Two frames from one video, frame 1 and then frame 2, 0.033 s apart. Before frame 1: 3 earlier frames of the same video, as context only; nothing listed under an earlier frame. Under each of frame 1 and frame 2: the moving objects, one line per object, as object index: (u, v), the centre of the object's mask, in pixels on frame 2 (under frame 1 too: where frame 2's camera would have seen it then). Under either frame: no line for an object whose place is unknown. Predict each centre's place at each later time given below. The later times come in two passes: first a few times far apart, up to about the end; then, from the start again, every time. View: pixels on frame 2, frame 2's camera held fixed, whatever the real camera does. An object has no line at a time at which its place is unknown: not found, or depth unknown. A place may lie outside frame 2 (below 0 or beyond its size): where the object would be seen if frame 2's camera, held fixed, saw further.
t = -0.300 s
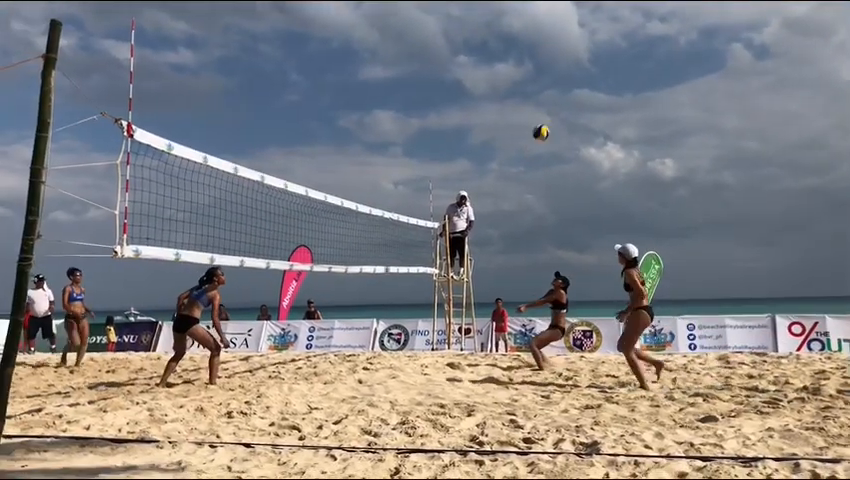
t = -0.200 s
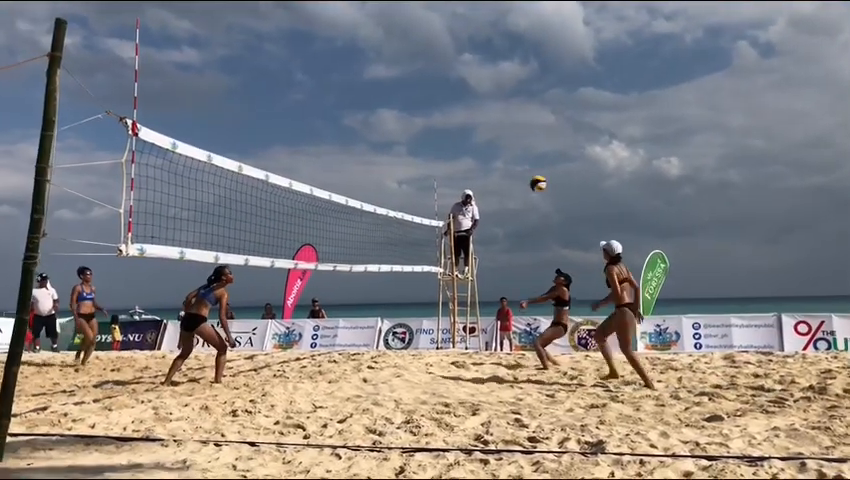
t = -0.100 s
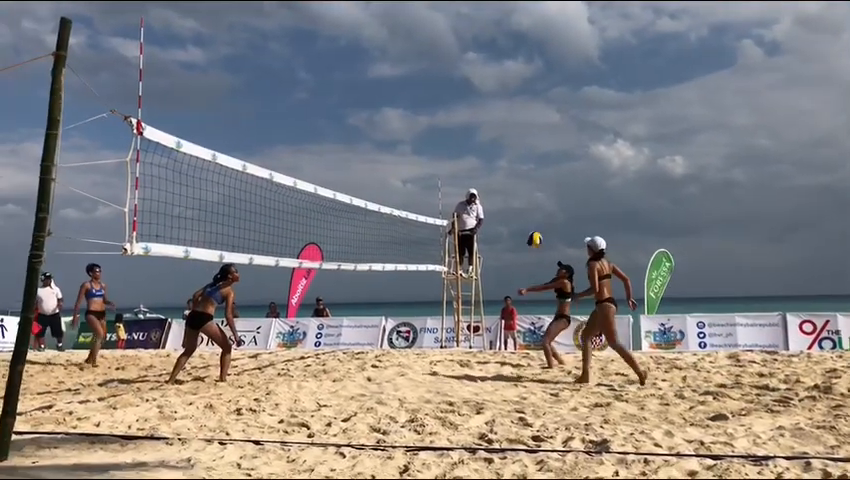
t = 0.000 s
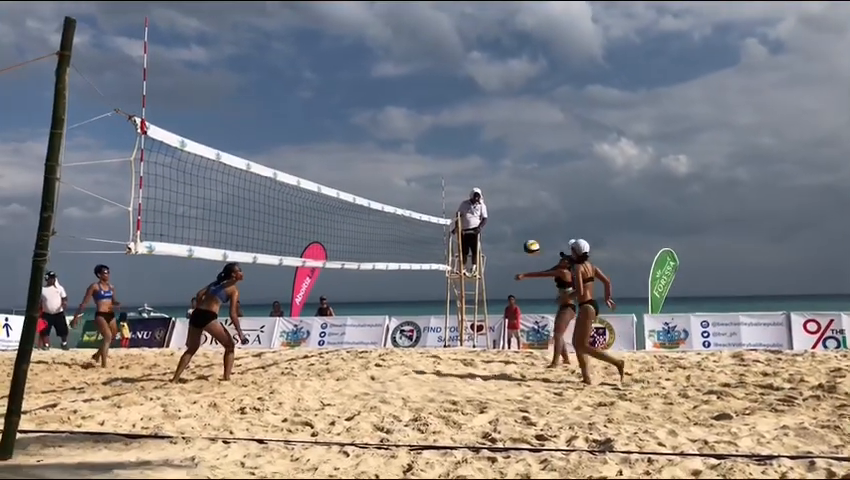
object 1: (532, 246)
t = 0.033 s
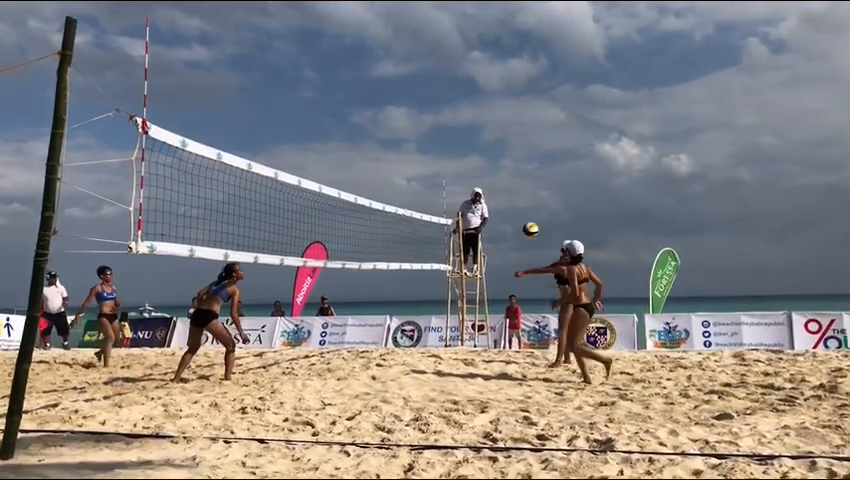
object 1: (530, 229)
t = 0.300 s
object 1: (519, 118)
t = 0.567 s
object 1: (513, 57)
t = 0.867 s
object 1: (509, 51)
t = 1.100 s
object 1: (507, 93)
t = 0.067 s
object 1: (528, 212)
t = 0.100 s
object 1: (527, 196)
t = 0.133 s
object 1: (525, 181)
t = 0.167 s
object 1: (524, 167)
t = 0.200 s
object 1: (523, 153)
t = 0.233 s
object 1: (521, 141)
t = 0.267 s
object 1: (520, 129)
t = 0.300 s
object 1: (519, 118)
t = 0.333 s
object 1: (518, 108)
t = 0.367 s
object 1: (518, 98)
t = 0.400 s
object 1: (517, 89)
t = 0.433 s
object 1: (516, 81)
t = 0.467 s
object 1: (515, 74)
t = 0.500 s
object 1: (515, 68)
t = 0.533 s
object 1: (514, 62)
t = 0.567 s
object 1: (513, 57)
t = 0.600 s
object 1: (513, 53)
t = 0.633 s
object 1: (512, 50)
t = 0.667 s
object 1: (511, 48)
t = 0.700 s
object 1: (511, 46)
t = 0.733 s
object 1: (510, 46)
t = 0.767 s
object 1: (510, 46)
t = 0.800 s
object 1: (509, 47)
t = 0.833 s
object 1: (509, 48)
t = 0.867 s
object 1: (509, 51)
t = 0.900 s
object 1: (509, 55)
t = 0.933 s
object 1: (508, 59)
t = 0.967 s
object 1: (508, 64)
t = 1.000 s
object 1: (507, 70)
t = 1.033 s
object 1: (507, 77)
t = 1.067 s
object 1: (507, 85)
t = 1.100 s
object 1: (507, 93)
